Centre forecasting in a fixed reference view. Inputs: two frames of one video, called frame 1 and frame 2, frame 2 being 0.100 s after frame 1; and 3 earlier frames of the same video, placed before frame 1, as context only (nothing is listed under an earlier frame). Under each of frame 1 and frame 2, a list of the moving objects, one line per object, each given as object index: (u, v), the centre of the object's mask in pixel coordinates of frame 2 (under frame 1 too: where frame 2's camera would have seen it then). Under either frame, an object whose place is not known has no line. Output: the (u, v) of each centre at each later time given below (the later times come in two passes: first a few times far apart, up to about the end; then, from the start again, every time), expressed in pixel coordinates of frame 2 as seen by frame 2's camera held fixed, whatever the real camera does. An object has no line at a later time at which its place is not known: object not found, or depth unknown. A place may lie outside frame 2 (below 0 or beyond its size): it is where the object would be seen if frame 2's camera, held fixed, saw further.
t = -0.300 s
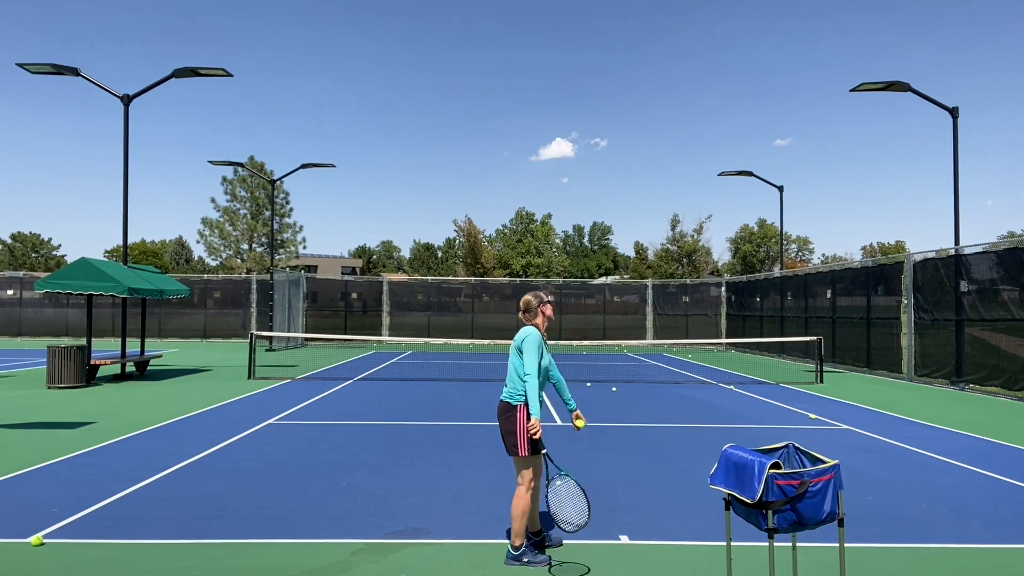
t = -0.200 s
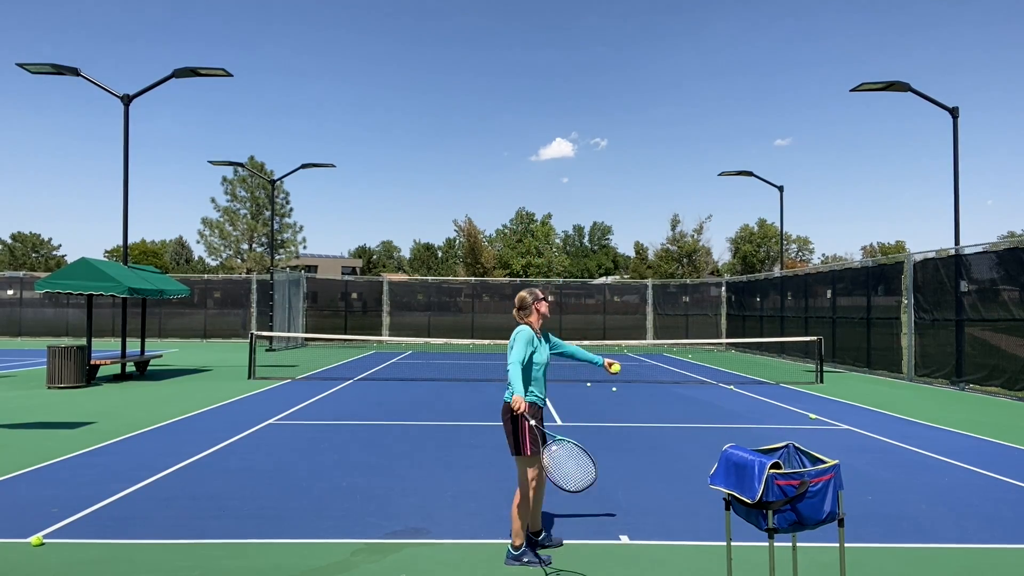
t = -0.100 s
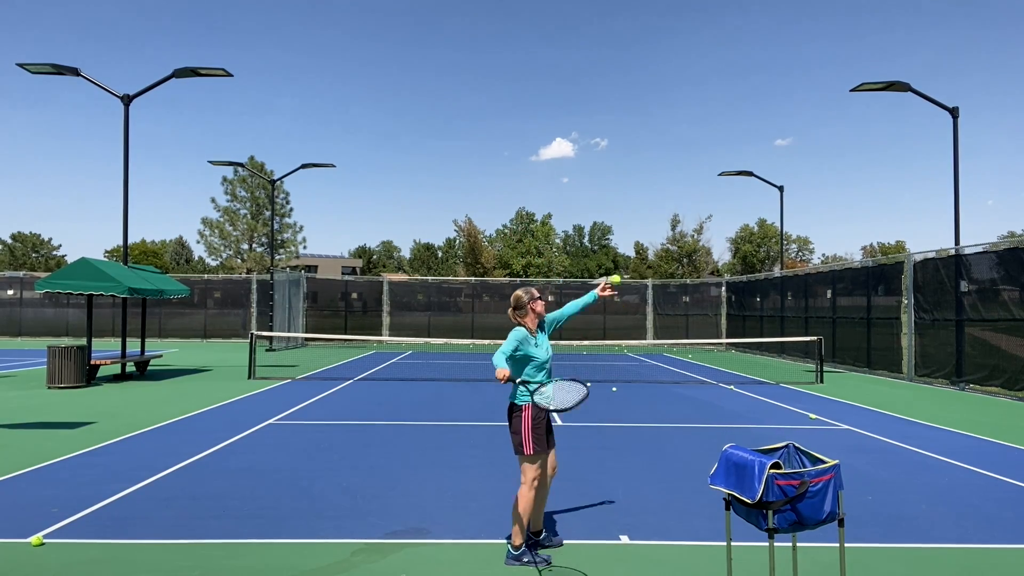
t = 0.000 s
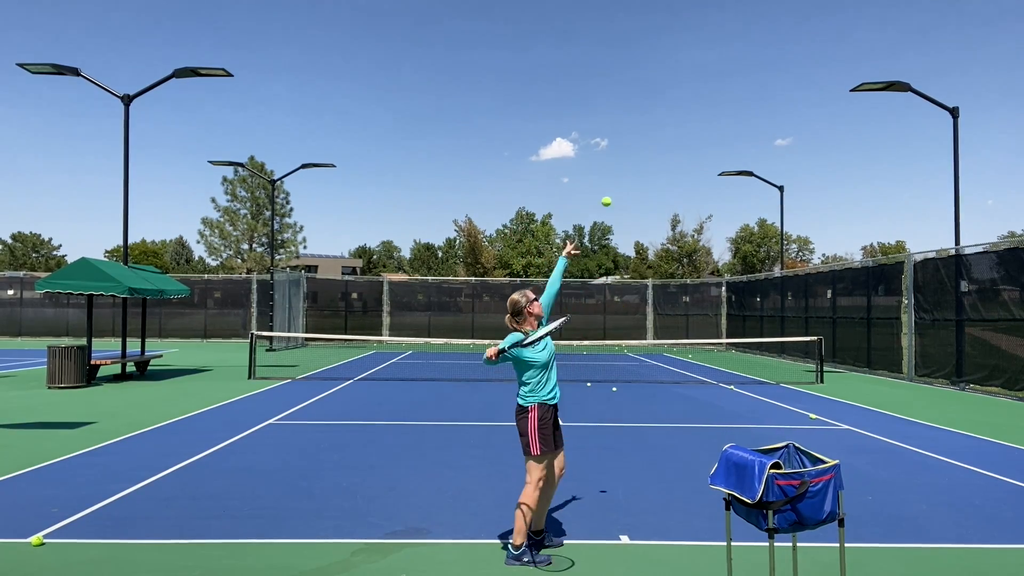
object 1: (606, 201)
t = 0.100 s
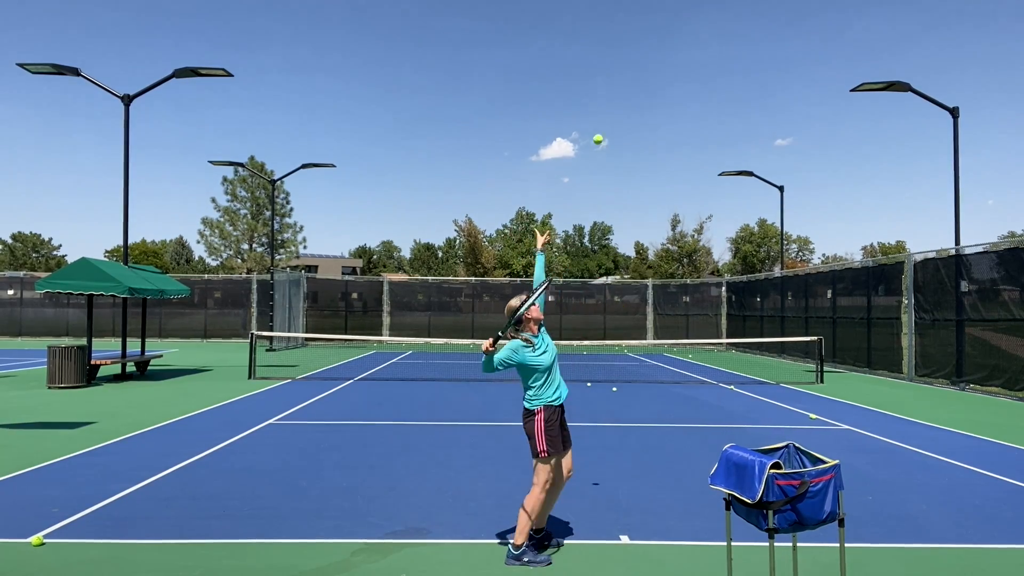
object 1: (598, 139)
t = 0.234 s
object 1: (587, 79)
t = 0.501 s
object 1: (566, 35)
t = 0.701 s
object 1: (551, 66)
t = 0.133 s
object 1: (595, 122)
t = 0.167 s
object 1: (592, 106)
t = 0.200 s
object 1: (590, 92)
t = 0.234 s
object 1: (587, 79)
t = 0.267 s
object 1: (584, 68)
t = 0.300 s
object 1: (581, 59)
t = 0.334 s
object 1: (579, 51)
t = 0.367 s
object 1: (576, 45)
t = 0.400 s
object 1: (574, 40)
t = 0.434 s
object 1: (571, 37)
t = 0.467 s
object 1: (569, 35)
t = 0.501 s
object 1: (566, 35)
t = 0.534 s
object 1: (564, 37)
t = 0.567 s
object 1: (561, 40)
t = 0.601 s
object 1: (558, 44)
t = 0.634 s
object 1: (556, 50)
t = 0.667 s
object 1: (554, 57)
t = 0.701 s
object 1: (551, 66)
